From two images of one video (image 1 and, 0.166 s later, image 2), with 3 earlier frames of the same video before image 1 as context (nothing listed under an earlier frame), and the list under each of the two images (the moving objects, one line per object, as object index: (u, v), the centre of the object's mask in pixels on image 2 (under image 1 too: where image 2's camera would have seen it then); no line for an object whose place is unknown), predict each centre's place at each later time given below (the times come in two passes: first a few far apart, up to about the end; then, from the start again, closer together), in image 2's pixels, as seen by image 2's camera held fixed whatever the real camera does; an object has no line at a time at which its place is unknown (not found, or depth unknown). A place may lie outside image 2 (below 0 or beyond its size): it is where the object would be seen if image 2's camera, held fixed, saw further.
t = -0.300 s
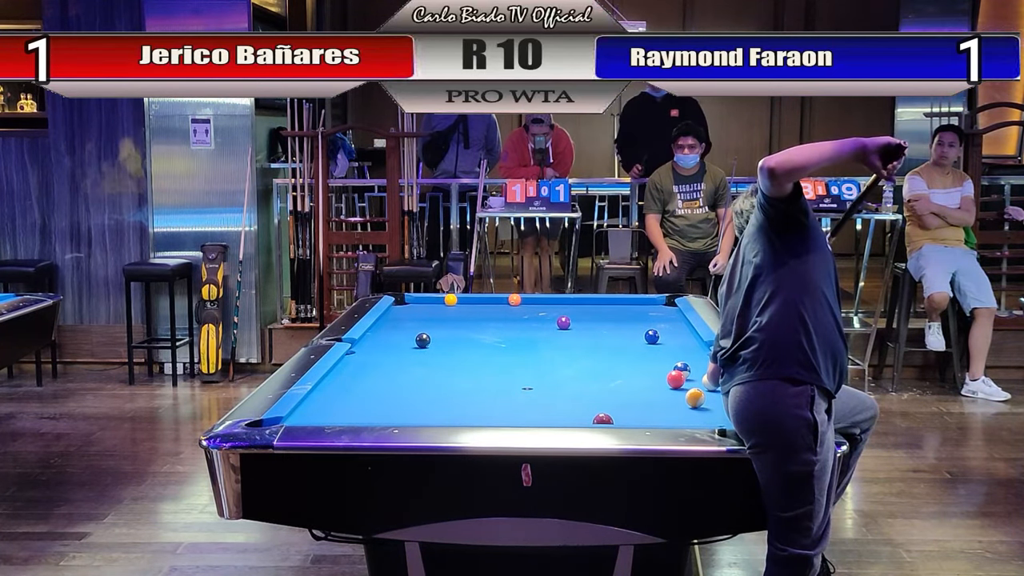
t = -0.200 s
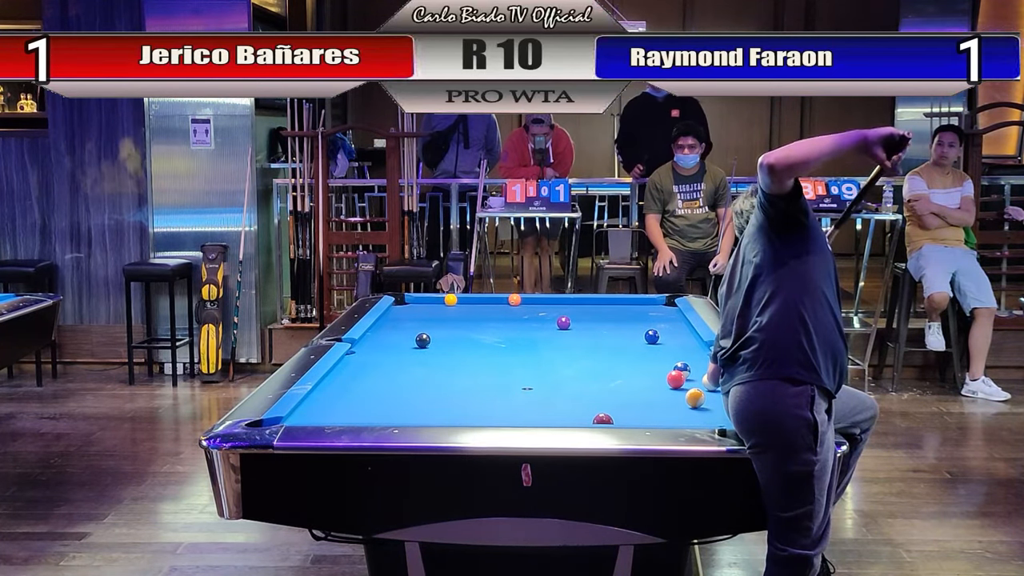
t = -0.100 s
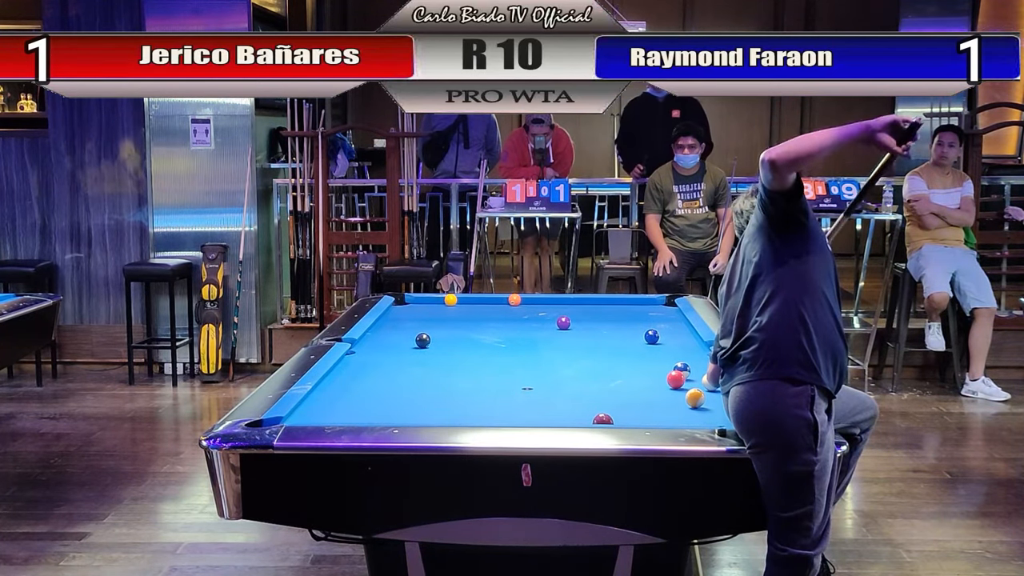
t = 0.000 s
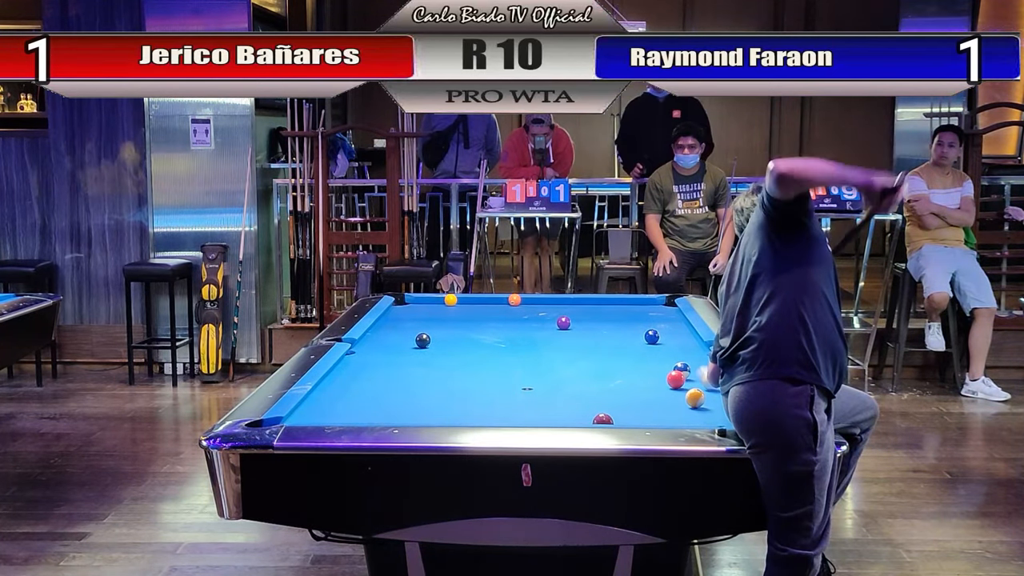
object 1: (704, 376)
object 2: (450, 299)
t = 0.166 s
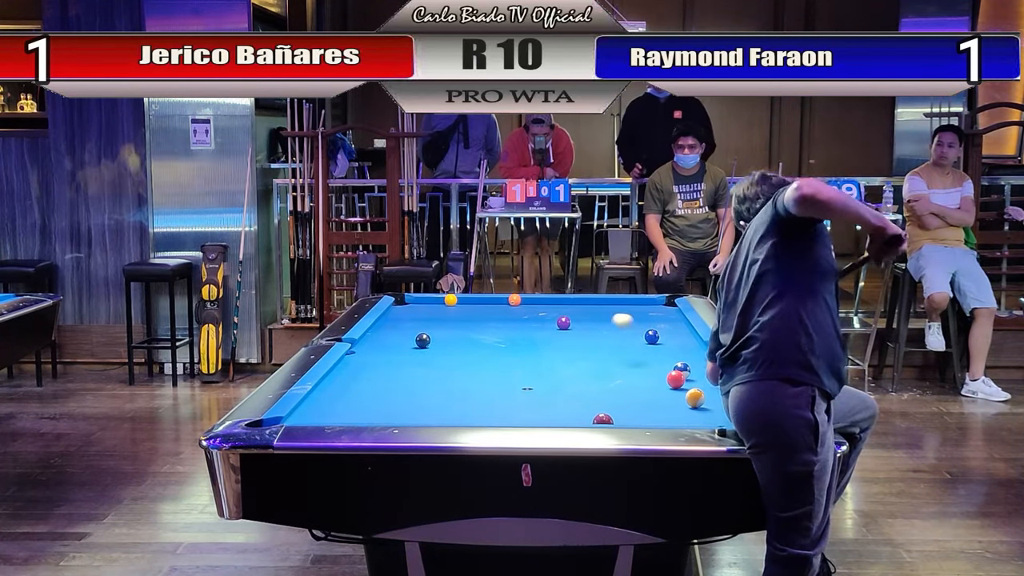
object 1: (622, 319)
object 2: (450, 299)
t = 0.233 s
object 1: (593, 321)
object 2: (450, 299)
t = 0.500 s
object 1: (503, 314)
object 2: (450, 299)
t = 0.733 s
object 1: (457, 300)
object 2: (443, 299)
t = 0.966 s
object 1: (463, 300)
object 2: (416, 307)
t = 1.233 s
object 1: (469, 300)
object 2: (389, 315)
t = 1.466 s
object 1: (473, 300)
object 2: (396, 321)
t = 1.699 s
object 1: (476, 299)
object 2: (403, 328)
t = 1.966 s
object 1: (478, 299)
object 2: (410, 336)
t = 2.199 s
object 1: (479, 299)
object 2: (405, 341)
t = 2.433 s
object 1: (479, 299)
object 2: (396, 344)
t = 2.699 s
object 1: (479, 299)
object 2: (386, 348)
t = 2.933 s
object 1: (479, 299)
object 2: (377, 351)
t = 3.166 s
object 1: (479, 300)
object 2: (368, 355)
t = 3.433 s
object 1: (479, 300)
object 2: (359, 358)
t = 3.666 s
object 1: (479, 299)
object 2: (351, 361)
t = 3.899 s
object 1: (479, 299)
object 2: (344, 364)
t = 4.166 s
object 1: (479, 299)
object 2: (344, 367)
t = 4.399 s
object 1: (479, 299)
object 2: (345, 369)
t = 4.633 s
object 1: (479, 299)
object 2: (345, 372)
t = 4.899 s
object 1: (479, 299)
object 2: (345, 375)
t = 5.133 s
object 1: (479, 299)
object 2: (345, 377)
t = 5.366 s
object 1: (479, 299)
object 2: (346, 379)
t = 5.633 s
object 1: (479, 299)
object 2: (346, 380)
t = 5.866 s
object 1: (479, 299)
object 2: (346, 382)
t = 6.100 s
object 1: (479, 300)
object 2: (346, 383)
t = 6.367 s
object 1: (479, 300)
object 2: (347, 384)
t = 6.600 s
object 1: (479, 299)
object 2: (347, 384)
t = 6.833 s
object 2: (347, 384)
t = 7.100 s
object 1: (479, 299)
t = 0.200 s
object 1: (607, 319)
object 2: (450, 299)
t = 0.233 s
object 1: (593, 321)
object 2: (450, 299)
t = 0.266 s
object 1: (580, 326)
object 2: (450, 299)
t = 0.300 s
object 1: (566, 334)
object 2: (450, 299)
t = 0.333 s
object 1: (554, 325)
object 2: (449, 299)
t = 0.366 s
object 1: (543, 318)
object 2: (450, 299)
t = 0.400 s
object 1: (532, 315)
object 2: (450, 299)
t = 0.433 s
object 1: (522, 314)
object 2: (450, 299)
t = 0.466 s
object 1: (512, 316)
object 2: (450, 299)
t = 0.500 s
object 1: (503, 314)
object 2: (450, 299)
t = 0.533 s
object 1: (494, 310)
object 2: (449, 298)
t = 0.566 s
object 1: (485, 309)
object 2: (449, 299)
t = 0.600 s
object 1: (477, 307)
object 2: (449, 299)
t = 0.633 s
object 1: (469, 304)
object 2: (449, 299)
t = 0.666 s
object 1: (462, 302)
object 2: (449, 299)
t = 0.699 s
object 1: (457, 301)
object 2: (447, 298)
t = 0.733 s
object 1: (457, 300)
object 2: (443, 299)
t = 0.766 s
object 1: (458, 300)
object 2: (439, 300)
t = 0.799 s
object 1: (459, 300)
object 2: (435, 302)
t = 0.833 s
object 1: (460, 300)
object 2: (431, 303)
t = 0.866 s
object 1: (461, 300)
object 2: (427, 304)
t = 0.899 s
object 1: (461, 300)
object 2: (423, 305)
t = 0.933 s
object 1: (462, 300)
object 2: (419, 306)
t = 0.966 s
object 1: (463, 300)
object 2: (416, 307)
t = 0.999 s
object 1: (464, 300)
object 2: (412, 308)
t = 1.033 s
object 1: (465, 300)
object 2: (408, 309)
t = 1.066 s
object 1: (465, 300)
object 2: (404, 310)
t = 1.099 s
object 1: (466, 300)
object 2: (400, 311)
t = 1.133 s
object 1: (467, 300)
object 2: (396, 312)
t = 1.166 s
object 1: (467, 300)
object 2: (392, 313)
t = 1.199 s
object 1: (468, 300)
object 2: (389, 314)
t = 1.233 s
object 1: (469, 300)
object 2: (389, 315)
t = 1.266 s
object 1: (469, 300)
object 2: (390, 316)
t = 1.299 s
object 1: (470, 300)
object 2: (391, 316)
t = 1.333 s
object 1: (471, 300)
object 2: (392, 317)
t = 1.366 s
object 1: (471, 300)
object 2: (393, 318)
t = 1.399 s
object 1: (472, 300)
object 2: (394, 319)
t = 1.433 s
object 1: (472, 300)
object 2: (395, 320)
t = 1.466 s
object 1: (473, 300)
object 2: (396, 321)
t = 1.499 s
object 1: (473, 300)
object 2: (397, 322)
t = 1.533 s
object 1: (474, 300)
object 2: (398, 323)
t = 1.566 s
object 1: (475, 300)
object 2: (399, 324)
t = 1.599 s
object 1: (475, 300)
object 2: (400, 325)
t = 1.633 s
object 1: (475, 300)
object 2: (401, 326)
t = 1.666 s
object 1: (476, 299)
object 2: (402, 327)
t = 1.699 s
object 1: (476, 299)
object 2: (403, 328)
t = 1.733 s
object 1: (477, 299)
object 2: (404, 329)
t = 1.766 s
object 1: (477, 299)
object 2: (405, 330)
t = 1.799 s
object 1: (477, 299)
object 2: (406, 331)
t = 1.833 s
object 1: (478, 299)
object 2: (407, 332)
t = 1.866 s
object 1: (478, 299)
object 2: (408, 333)
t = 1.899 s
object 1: (478, 299)
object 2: (409, 334)
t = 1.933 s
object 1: (478, 299)
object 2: (410, 335)
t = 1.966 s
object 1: (478, 299)
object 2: (410, 336)
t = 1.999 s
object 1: (479, 299)
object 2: (411, 337)
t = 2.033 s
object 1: (479, 299)
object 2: (411, 338)
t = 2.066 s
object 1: (479, 299)
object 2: (411, 339)
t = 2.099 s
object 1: (479, 299)
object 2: (409, 339)
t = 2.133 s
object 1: (479, 299)
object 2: (408, 340)
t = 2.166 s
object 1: (479, 299)
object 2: (407, 340)
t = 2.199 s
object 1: (479, 299)
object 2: (405, 341)
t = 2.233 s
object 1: (479, 300)
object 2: (404, 341)
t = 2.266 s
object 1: (479, 300)
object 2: (403, 342)
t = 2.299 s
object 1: (479, 299)
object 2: (401, 342)
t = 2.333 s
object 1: (479, 299)
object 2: (400, 343)
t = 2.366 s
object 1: (479, 299)
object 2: (399, 343)
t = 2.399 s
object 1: (479, 299)
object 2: (398, 344)
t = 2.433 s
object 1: (479, 299)
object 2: (396, 344)
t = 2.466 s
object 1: (479, 299)
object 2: (395, 345)
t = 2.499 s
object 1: (479, 299)
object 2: (393, 345)
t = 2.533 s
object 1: (479, 299)
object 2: (392, 346)
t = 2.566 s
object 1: (479, 300)
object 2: (391, 346)
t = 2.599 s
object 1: (479, 300)
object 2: (390, 347)
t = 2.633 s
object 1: (479, 300)
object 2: (388, 347)
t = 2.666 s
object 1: (479, 299)
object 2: (387, 348)
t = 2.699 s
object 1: (479, 299)
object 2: (386, 348)
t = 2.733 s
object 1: (479, 299)
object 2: (385, 349)
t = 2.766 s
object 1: (479, 299)
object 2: (383, 349)
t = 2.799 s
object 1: (479, 299)
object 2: (382, 350)
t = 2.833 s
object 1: (479, 299)
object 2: (381, 350)
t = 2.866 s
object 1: (479, 299)
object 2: (379, 351)
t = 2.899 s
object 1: (479, 299)
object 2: (378, 351)
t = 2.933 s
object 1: (479, 299)
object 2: (377, 351)
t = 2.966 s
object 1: (479, 299)
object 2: (376, 352)
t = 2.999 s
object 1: (479, 300)
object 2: (375, 353)
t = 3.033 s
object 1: (479, 299)
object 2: (373, 353)
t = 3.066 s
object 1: (479, 300)
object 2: (372, 353)
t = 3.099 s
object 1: (479, 300)
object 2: (371, 354)
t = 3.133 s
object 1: (479, 300)
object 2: (370, 354)
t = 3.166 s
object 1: (479, 300)
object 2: (368, 355)
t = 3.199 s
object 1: (479, 300)
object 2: (367, 355)
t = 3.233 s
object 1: (479, 299)
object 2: (366, 356)
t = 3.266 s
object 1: (479, 300)
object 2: (365, 356)
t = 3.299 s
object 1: (479, 299)
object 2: (364, 356)
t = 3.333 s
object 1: (479, 299)
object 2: (362, 357)
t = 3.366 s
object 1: (479, 299)
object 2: (361, 357)
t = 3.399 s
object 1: (479, 299)
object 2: (360, 358)
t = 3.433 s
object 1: (479, 300)
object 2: (359, 358)
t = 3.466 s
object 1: (479, 299)
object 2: (358, 359)
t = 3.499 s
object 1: (479, 300)
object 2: (356, 359)
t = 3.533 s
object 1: (479, 300)
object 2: (355, 359)
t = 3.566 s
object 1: (479, 299)
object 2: (354, 360)
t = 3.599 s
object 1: (479, 299)
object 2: (353, 360)
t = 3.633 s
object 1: (479, 300)
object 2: (352, 361)
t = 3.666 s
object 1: (479, 299)
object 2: (351, 361)
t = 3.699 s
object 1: (479, 299)
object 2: (350, 361)
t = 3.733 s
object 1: (479, 299)
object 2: (349, 362)
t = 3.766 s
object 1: (479, 299)
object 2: (348, 362)
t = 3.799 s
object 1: (479, 299)
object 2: (347, 362)
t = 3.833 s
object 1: (479, 299)
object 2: (346, 363)
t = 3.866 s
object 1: (479, 299)
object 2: (344, 363)
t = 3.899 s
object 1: (479, 299)
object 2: (344, 364)
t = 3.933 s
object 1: (479, 299)
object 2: (344, 364)
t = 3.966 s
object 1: (479, 299)
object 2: (344, 365)
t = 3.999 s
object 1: (479, 299)
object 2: (344, 365)
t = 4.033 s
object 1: (479, 299)
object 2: (344, 365)
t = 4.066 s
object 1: (479, 299)
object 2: (344, 366)
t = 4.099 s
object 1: (479, 299)
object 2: (344, 366)
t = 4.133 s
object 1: (479, 299)
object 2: (344, 366)
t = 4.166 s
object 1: (479, 299)
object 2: (344, 367)
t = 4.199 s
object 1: (479, 299)
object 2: (344, 367)
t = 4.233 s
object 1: (479, 299)
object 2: (344, 368)
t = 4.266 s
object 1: (479, 299)
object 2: (345, 368)
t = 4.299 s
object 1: (479, 299)
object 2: (345, 368)
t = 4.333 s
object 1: (479, 299)
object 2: (345, 369)
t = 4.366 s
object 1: (479, 299)
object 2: (345, 369)
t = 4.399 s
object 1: (479, 299)
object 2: (345, 369)
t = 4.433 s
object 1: (479, 299)
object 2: (345, 370)
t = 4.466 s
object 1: (479, 299)
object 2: (345, 370)
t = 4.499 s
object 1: (479, 299)
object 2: (345, 371)
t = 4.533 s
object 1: (479, 299)
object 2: (345, 371)
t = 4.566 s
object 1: (479, 299)
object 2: (345, 372)
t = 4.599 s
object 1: (479, 299)
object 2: (345, 372)
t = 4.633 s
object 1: (479, 299)
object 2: (345, 372)
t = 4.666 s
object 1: (479, 299)
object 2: (345, 373)
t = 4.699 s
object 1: (479, 299)
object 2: (345, 373)
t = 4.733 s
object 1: (479, 299)
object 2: (345, 373)
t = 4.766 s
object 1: (479, 299)
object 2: (345, 374)
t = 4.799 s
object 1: (479, 299)
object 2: (345, 374)
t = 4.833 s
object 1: (479, 299)
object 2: (345, 374)
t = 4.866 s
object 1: (479, 299)
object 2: (345, 374)
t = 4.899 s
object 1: (479, 299)
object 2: (345, 375)
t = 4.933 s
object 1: (479, 299)
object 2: (345, 375)
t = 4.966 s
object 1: (479, 299)
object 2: (345, 375)
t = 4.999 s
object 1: (479, 299)
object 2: (345, 376)
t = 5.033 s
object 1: (479, 299)
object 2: (345, 376)
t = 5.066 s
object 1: (479, 299)
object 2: (345, 376)
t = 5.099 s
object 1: (479, 299)
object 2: (345, 377)
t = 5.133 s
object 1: (479, 299)
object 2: (345, 377)
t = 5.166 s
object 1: (479, 299)
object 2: (346, 377)
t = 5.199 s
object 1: (479, 299)
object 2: (346, 377)
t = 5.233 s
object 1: (479, 299)
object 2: (345, 377)
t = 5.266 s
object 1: (479, 299)
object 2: (346, 378)
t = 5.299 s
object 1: (479, 299)
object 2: (346, 378)
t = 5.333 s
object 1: (479, 299)
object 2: (346, 378)
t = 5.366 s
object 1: (479, 299)
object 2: (346, 379)
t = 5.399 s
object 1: (479, 299)
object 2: (346, 379)
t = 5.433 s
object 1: (479, 299)
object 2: (346, 379)
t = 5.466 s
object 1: (479, 299)
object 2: (346, 379)
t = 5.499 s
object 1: (479, 299)
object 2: (346, 380)
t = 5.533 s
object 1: (479, 299)
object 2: (346, 380)
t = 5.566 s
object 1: (479, 299)
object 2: (346, 380)
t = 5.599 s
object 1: (479, 299)
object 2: (346, 380)
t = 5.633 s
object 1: (479, 299)
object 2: (346, 380)
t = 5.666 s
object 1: (479, 299)
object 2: (346, 381)
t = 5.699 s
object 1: (479, 299)
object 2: (346, 381)
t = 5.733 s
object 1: (479, 299)
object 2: (346, 381)
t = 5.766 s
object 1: (479, 299)
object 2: (346, 381)
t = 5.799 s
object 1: (479, 299)
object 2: (346, 381)
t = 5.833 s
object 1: (479, 299)
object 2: (346, 382)
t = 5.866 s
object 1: (479, 299)
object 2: (346, 382)
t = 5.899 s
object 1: (479, 299)
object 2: (346, 382)
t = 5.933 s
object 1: (479, 299)
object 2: (346, 382)
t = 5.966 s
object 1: (479, 299)
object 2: (346, 382)
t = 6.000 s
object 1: (479, 300)
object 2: (346, 382)
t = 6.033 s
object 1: (479, 300)
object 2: (346, 382)
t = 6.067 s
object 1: (479, 300)
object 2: (346, 382)
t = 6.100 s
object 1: (479, 300)
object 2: (346, 383)
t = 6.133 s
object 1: (479, 299)
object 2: (346, 383)
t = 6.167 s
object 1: (479, 300)
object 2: (346, 383)
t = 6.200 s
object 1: (479, 300)
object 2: (346, 383)
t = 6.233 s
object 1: (479, 300)
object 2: (347, 383)
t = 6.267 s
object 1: (479, 300)
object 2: (347, 383)
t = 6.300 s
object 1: (479, 299)
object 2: (347, 383)
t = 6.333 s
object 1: (479, 300)
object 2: (347, 384)
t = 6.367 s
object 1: (479, 300)
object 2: (347, 384)
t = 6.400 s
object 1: (479, 300)
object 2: (347, 384)
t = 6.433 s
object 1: (479, 300)
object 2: (347, 384)
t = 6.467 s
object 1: (479, 300)
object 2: (347, 384)
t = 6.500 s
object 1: (479, 299)
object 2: (347, 384)
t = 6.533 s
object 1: (479, 300)
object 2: (347, 384)
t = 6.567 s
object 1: (479, 300)
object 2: (347, 384)
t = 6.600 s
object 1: (479, 299)
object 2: (347, 384)
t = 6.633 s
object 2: (347, 384)
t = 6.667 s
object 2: (347, 384)
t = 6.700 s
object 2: (347, 384)
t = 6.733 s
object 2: (347, 384)
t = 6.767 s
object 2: (347, 384)
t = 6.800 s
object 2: (347, 384)
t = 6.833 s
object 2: (347, 384)
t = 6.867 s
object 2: (347, 384)
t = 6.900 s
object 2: (347, 384)
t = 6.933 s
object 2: (341, 385)
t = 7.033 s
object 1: (479, 299)
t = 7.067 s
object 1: (479, 299)
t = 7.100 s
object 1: (479, 299)
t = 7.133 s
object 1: (479, 299)
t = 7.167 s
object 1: (479, 299)
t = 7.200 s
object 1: (480, 298)
